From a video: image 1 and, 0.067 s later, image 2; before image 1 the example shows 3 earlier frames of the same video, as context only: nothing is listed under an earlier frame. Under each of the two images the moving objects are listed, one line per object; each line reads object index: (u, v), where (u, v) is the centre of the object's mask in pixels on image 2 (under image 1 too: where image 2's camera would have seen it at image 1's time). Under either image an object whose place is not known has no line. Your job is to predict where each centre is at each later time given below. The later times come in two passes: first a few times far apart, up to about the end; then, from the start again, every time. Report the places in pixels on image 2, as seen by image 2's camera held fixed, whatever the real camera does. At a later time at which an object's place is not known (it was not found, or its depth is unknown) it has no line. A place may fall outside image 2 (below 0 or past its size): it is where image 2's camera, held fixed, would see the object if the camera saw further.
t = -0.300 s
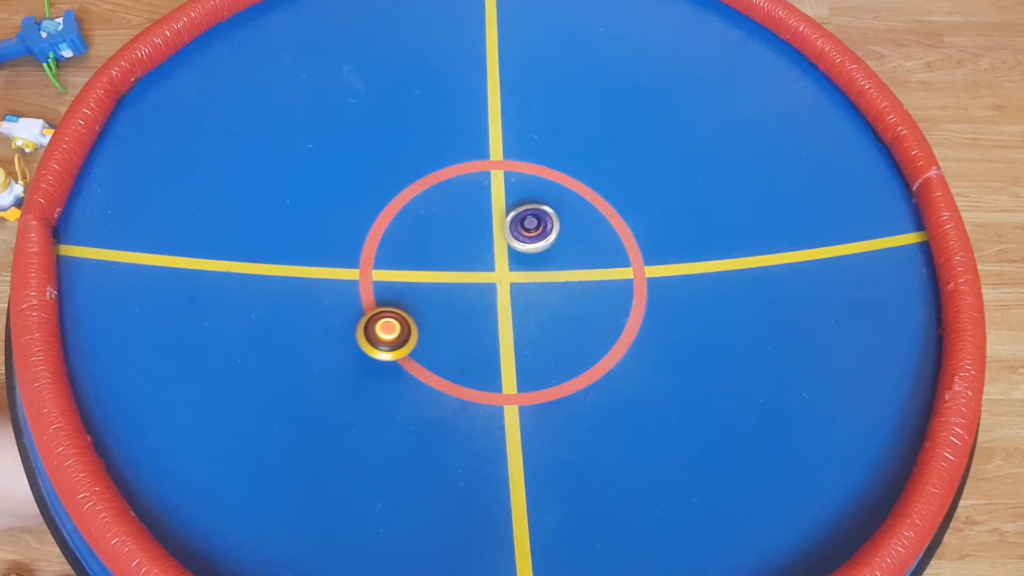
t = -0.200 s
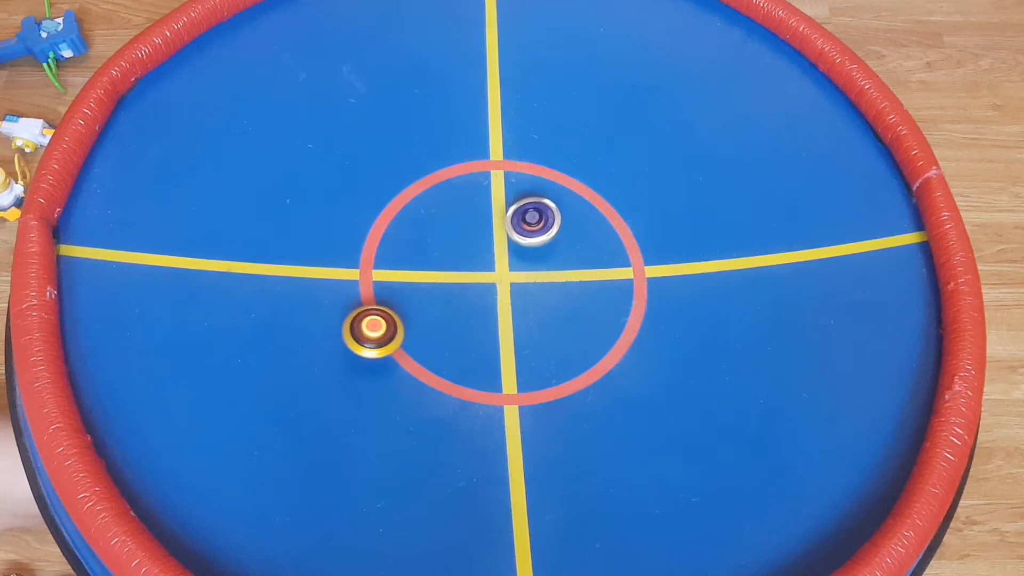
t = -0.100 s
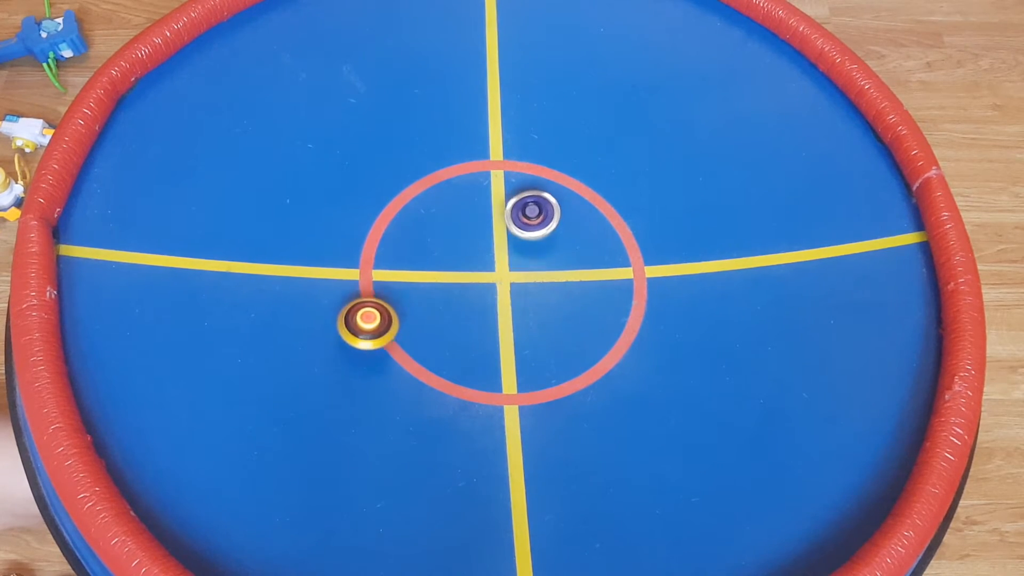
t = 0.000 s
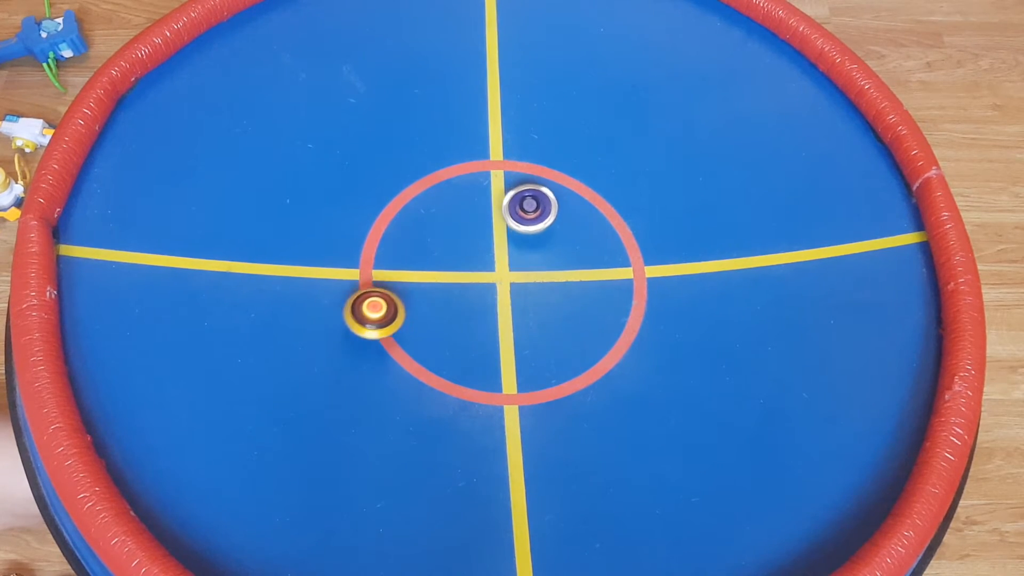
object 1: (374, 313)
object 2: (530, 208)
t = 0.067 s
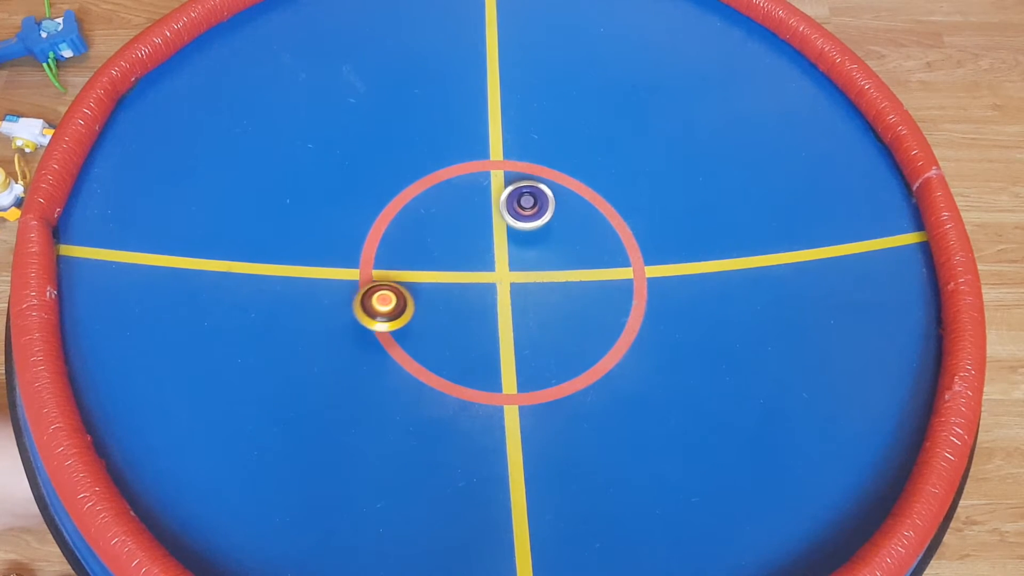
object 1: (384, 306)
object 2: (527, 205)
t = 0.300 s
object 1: (430, 288)
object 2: (513, 198)
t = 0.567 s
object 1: (487, 271)
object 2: (498, 205)
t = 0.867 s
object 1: (551, 259)
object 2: (488, 217)
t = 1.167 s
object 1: (601, 236)
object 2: (493, 236)
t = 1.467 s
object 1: (644, 212)
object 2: (512, 249)
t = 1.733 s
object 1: (666, 214)
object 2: (533, 251)
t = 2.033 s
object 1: (627, 237)
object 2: (552, 242)
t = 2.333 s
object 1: (588, 255)
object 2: (531, 229)
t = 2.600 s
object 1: (570, 285)
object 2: (507, 227)
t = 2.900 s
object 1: (527, 303)
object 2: (500, 241)
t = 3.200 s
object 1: (483, 294)
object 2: (512, 252)
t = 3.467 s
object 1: (474, 265)
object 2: (530, 249)
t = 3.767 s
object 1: (474, 252)
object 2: (547, 238)
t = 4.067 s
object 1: (432, 258)
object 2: (536, 235)
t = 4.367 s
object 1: (418, 262)
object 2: (527, 245)
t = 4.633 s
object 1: (443, 270)
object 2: (533, 256)
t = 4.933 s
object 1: (489, 288)
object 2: (547, 259)
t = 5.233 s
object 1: (537, 297)
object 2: (556, 249)
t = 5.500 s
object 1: (579, 299)
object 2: (551, 239)
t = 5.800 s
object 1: (618, 289)
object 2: (537, 240)
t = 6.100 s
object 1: (640, 282)
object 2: (533, 252)
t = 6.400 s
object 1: (620, 275)
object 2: (544, 261)
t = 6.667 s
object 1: (638, 262)
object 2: (498, 266)
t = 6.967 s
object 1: (642, 248)
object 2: (484, 261)
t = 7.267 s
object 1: (609, 243)
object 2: (475, 269)
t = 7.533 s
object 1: (570, 245)
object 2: (481, 277)
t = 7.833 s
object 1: (542, 249)
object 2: (491, 285)
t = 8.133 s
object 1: (527, 239)
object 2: (499, 298)
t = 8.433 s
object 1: (528, 230)
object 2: (511, 295)
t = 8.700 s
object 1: (534, 241)
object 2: (512, 286)
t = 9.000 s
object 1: (525, 248)
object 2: (500, 305)
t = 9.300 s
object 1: (511, 257)
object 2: (506, 311)
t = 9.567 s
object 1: (502, 250)
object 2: (513, 311)
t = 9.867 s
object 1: (502, 233)
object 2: (511, 307)
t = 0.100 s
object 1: (389, 304)
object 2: (526, 203)
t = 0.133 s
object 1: (396, 301)
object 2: (524, 202)
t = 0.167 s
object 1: (402, 298)
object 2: (522, 201)
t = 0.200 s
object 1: (409, 295)
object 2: (520, 199)
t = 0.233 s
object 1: (416, 292)
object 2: (518, 199)
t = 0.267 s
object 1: (423, 290)
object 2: (515, 198)
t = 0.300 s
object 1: (430, 288)
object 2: (513, 198)
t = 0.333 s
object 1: (438, 286)
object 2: (511, 198)
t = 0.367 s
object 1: (445, 284)
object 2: (509, 198)
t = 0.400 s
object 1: (452, 282)
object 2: (507, 199)
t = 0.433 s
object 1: (459, 280)
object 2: (505, 200)
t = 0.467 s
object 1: (466, 278)
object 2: (503, 201)
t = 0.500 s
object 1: (474, 275)
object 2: (501, 202)
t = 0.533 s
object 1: (481, 273)
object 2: (500, 203)
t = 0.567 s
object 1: (487, 271)
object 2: (498, 205)
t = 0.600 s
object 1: (494, 269)
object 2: (497, 207)
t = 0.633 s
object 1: (501, 267)
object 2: (496, 209)
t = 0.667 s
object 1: (507, 264)
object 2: (495, 211)
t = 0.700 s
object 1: (513, 261)
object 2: (495, 213)
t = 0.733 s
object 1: (523, 262)
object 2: (492, 212)
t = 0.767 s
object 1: (530, 263)
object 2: (490, 212)
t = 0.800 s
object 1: (537, 262)
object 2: (489, 213)
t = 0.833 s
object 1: (544, 261)
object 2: (488, 215)
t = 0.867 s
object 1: (551, 259)
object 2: (488, 217)
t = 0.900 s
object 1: (556, 256)
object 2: (487, 219)
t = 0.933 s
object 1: (562, 254)
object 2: (487, 221)
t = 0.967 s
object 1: (568, 252)
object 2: (488, 223)
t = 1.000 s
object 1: (574, 250)
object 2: (488, 225)
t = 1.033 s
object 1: (580, 247)
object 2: (489, 228)
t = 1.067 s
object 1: (585, 245)
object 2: (490, 230)
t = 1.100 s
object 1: (590, 242)
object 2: (491, 232)
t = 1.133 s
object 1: (595, 239)
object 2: (492, 234)
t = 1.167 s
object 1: (601, 236)
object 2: (493, 236)
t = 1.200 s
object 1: (606, 233)
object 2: (495, 238)
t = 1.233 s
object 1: (611, 231)
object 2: (497, 240)
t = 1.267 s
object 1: (616, 228)
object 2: (498, 241)
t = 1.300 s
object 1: (621, 225)
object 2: (500, 243)
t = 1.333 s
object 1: (626, 223)
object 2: (503, 245)
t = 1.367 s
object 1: (630, 220)
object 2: (505, 246)
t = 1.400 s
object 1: (635, 217)
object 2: (507, 247)
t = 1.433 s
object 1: (639, 215)
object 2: (510, 248)
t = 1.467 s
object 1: (644, 212)
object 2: (512, 249)
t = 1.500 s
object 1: (648, 211)
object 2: (514, 250)
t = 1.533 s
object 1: (652, 209)
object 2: (517, 250)
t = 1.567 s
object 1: (656, 208)
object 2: (520, 251)
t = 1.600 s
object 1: (660, 208)
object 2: (522, 251)
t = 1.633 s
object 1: (663, 208)
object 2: (525, 251)
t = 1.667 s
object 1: (665, 209)
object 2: (528, 251)
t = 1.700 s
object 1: (666, 211)
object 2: (530, 251)
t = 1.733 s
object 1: (666, 214)
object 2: (533, 251)
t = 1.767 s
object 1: (665, 216)
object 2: (535, 250)
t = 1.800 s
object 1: (663, 219)
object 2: (537, 250)
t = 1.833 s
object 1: (659, 222)
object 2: (540, 249)
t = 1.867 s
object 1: (655, 225)
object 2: (542, 248)
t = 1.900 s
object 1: (650, 228)
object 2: (544, 247)
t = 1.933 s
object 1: (644, 230)
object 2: (546, 246)
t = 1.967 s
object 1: (639, 233)
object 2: (549, 245)
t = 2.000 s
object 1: (633, 235)
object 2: (551, 244)
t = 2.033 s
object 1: (627, 237)
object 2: (552, 242)
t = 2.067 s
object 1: (621, 239)
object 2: (554, 240)
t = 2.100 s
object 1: (614, 241)
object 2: (555, 239)
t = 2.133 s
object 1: (614, 242)
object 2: (550, 238)
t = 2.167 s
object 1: (612, 244)
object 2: (545, 237)
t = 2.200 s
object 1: (608, 246)
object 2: (542, 234)
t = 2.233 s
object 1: (602, 248)
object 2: (540, 233)
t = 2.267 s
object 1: (596, 250)
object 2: (538, 231)
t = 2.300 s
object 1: (590, 252)
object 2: (536, 230)
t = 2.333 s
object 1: (588, 255)
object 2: (531, 229)
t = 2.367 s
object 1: (589, 259)
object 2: (523, 226)
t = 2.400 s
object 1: (587, 263)
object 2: (518, 226)
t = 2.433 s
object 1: (585, 267)
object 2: (516, 226)
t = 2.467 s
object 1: (583, 271)
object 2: (514, 226)
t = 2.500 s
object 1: (581, 275)
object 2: (512, 226)
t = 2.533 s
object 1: (577, 279)
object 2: (511, 226)
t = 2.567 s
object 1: (574, 282)
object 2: (509, 227)
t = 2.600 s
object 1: (570, 285)
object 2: (507, 227)
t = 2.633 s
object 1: (565, 288)
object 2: (506, 228)
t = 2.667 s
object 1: (561, 291)
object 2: (504, 229)
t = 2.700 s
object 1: (557, 293)
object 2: (503, 231)
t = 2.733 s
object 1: (552, 296)
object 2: (502, 232)
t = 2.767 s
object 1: (547, 297)
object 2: (501, 234)
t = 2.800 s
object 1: (541, 299)
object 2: (500, 236)
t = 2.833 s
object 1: (537, 301)
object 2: (500, 237)
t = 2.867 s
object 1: (532, 302)
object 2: (500, 239)
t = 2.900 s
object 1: (527, 303)
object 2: (500, 241)
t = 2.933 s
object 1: (521, 303)
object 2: (500, 242)
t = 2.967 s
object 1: (515, 302)
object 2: (501, 244)
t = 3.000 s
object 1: (510, 302)
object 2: (502, 246)
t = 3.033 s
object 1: (505, 302)
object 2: (503, 247)
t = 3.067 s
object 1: (500, 301)
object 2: (504, 249)
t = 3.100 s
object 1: (495, 299)
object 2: (506, 251)
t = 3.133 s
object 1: (490, 298)
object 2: (507, 251)
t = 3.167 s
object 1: (486, 296)
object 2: (509, 251)
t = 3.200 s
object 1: (483, 294)
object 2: (512, 252)
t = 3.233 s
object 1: (480, 292)
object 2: (516, 252)
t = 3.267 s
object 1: (478, 288)
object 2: (519, 252)
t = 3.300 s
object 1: (475, 285)
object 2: (521, 251)
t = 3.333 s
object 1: (474, 281)
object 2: (523, 251)
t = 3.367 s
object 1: (472, 277)
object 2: (525, 251)
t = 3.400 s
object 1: (472, 273)
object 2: (527, 250)
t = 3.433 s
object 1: (472, 269)
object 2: (529, 250)
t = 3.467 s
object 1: (474, 265)
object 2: (530, 249)
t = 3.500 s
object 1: (475, 262)
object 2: (532, 248)
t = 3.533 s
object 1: (477, 259)
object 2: (533, 247)
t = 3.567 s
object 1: (479, 256)
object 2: (535, 246)
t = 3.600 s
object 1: (480, 253)
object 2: (536, 244)
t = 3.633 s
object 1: (482, 250)
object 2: (537, 243)
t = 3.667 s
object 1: (484, 248)
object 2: (538, 241)
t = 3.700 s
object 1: (482, 248)
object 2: (541, 240)
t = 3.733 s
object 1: (478, 249)
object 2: (544, 238)
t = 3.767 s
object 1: (474, 252)
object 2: (547, 238)
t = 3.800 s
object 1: (470, 253)
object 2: (548, 238)
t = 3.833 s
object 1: (464, 254)
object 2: (548, 238)
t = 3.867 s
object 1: (459, 254)
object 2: (546, 236)
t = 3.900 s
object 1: (455, 255)
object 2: (545, 236)
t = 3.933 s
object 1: (450, 256)
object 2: (543, 235)
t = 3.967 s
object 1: (445, 257)
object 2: (541, 234)
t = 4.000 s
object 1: (441, 257)
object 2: (540, 235)
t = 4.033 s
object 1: (437, 258)
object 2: (538, 234)
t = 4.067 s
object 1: (432, 258)
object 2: (536, 235)
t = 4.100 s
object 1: (428, 259)
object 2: (534, 236)
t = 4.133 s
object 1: (425, 259)
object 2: (533, 236)
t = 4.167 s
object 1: (423, 259)
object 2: (532, 237)
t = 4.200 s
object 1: (421, 260)
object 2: (530, 238)
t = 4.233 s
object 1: (419, 260)
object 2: (530, 239)
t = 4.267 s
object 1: (418, 260)
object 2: (529, 241)
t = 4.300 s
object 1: (417, 261)
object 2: (528, 242)
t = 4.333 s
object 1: (417, 261)
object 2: (528, 243)
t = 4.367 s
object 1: (418, 262)
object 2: (527, 245)
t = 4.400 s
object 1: (419, 262)
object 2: (528, 246)
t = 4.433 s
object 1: (421, 262)
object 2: (528, 248)
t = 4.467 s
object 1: (424, 263)
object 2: (528, 249)
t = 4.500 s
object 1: (427, 264)
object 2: (529, 251)
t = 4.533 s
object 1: (430, 265)
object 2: (529, 252)
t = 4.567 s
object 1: (434, 267)
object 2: (530, 253)
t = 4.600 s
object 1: (438, 268)
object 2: (532, 254)
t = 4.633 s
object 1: (443, 270)
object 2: (533, 256)
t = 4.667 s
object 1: (449, 272)
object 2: (534, 257)
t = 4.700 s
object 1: (453, 274)
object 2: (536, 258)
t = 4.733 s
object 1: (458, 276)
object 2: (538, 258)
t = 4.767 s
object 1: (464, 278)
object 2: (539, 259)
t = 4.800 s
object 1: (468, 280)
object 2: (541, 259)
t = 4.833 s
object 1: (472, 282)
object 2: (542, 259)
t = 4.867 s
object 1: (478, 284)
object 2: (544, 259)
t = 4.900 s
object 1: (483, 286)
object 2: (546, 259)
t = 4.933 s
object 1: (489, 288)
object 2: (547, 259)
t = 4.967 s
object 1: (494, 289)
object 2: (549, 258)
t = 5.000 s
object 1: (499, 291)
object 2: (551, 257)
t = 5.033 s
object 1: (505, 292)
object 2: (552, 256)
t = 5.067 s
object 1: (510, 293)
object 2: (553, 255)
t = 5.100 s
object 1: (516, 294)
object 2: (554, 254)
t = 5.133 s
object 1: (521, 295)
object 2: (555, 253)
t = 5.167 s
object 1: (525, 295)
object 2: (556, 252)
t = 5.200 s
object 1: (531, 297)
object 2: (556, 250)
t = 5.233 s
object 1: (537, 297)
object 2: (556, 249)
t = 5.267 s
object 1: (542, 298)
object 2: (556, 247)
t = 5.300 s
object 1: (548, 298)
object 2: (556, 245)
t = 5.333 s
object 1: (553, 298)
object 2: (556, 244)
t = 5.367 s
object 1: (559, 298)
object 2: (555, 243)
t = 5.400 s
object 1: (564, 299)
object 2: (554, 241)
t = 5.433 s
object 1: (569, 299)
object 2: (553, 241)
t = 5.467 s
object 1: (574, 299)
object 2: (552, 239)
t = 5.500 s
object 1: (579, 299)
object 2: (551, 239)
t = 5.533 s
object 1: (583, 298)
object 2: (549, 238)
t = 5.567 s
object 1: (588, 296)
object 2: (548, 237)
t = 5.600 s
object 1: (593, 296)
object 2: (546, 237)
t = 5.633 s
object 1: (597, 295)
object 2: (544, 237)
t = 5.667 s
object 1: (602, 294)
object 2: (543, 237)
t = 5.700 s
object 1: (606, 293)
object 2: (541, 237)
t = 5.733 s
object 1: (610, 292)
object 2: (539, 238)
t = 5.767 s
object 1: (614, 290)
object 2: (538, 239)
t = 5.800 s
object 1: (618, 289)
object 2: (537, 240)
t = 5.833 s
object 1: (623, 288)
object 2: (535, 241)
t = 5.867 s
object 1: (626, 287)
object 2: (534, 242)
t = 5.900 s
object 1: (629, 286)
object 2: (534, 243)
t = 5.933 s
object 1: (633, 285)
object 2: (533, 245)
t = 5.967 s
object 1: (635, 285)
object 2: (533, 246)
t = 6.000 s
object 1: (637, 284)
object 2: (533, 248)
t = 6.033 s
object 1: (639, 283)
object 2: (533, 249)
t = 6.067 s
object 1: (640, 283)
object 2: (533, 250)
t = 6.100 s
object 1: (640, 282)
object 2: (533, 252)
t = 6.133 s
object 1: (640, 281)
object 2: (534, 253)
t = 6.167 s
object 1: (640, 281)
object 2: (535, 254)
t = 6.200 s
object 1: (638, 281)
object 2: (535, 255)
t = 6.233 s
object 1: (636, 280)
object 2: (537, 257)
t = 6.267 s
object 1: (634, 280)
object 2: (538, 258)
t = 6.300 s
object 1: (631, 279)
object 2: (539, 259)
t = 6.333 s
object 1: (628, 278)
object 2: (541, 260)
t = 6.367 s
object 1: (624, 277)
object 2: (542, 261)
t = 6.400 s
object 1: (620, 275)
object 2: (544, 261)
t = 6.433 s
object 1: (615, 274)
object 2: (545, 261)
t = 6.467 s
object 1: (610, 272)
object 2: (547, 262)
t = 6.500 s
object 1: (607, 270)
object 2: (547, 262)
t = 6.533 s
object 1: (619, 267)
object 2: (532, 262)
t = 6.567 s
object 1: (628, 263)
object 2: (519, 264)
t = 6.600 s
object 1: (634, 262)
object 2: (509, 265)
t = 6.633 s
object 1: (637, 262)
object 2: (502, 266)
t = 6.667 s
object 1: (638, 262)
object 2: (498, 266)
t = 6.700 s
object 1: (639, 260)
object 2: (498, 265)
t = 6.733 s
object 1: (641, 258)
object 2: (496, 264)
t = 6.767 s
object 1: (643, 256)
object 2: (494, 263)
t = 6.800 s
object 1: (644, 254)
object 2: (493, 263)
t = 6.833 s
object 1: (644, 252)
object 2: (491, 262)
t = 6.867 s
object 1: (645, 251)
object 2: (490, 262)
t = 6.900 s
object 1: (644, 250)
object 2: (488, 261)
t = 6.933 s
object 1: (644, 249)
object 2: (486, 261)
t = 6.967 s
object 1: (642, 248)
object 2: (484, 261)
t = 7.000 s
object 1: (640, 247)
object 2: (483, 262)
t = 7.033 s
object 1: (638, 247)
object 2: (481, 262)
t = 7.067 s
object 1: (635, 246)
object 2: (479, 263)
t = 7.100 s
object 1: (631, 245)
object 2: (478, 264)
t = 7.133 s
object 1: (628, 245)
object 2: (477, 265)
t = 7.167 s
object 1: (623, 244)
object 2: (476, 265)
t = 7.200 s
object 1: (618, 244)
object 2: (475, 266)
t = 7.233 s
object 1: (614, 243)
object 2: (475, 267)
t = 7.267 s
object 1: (609, 243)
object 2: (475, 269)
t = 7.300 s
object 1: (604, 243)
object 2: (475, 270)
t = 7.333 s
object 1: (600, 243)
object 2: (475, 271)
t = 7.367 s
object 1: (594, 243)
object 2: (475, 272)
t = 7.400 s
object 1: (590, 243)
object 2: (476, 273)
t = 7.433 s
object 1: (585, 243)
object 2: (477, 275)
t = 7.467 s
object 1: (580, 243)
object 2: (478, 275)
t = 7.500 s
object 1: (576, 244)
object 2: (480, 277)
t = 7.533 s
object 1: (570, 245)
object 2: (481, 277)
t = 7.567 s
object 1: (566, 245)
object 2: (483, 278)
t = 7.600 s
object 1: (561, 247)
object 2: (485, 278)
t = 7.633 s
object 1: (557, 248)
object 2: (486, 279)
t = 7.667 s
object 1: (553, 249)
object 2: (488, 279)
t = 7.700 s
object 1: (548, 251)
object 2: (490, 279)
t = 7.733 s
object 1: (543, 253)
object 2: (491, 278)
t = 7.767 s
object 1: (542, 253)
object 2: (491, 280)
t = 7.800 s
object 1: (543, 250)
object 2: (490, 284)
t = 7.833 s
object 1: (542, 249)
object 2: (491, 285)
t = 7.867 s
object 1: (539, 250)
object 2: (492, 286)
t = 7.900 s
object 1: (536, 251)
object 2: (493, 286)
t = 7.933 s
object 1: (534, 252)
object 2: (495, 287)
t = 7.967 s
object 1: (532, 251)
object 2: (495, 290)
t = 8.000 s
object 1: (530, 247)
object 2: (495, 293)
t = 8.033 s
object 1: (529, 246)
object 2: (497, 294)
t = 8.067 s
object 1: (528, 243)
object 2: (497, 295)
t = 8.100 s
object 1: (528, 241)
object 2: (498, 297)
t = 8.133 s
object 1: (527, 239)
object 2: (499, 298)
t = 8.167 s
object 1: (527, 237)
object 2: (501, 298)
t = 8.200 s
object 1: (527, 235)
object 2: (502, 298)
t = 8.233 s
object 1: (526, 233)
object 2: (504, 299)
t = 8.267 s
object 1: (527, 232)
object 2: (505, 298)
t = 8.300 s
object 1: (527, 231)
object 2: (506, 298)
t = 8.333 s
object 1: (527, 230)
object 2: (507, 298)
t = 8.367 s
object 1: (527, 230)
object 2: (509, 297)
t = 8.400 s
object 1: (528, 230)
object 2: (509, 296)
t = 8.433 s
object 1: (528, 230)
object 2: (511, 295)
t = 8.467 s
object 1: (529, 230)
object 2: (511, 294)
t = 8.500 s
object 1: (530, 231)
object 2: (512, 293)
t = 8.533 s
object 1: (531, 232)
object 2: (512, 291)
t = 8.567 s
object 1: (532, 233)
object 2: (512, 290)
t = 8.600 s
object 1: (532, 234)
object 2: (512, 289)
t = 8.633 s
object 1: (533, 236)
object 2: (512, 288)
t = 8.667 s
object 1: (533, 238)
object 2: (512, 287)
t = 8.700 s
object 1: (534, 241)
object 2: (512, 286)
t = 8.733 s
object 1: (534, 242)
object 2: (512, 286)
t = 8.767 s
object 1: (534, 243)
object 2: (511, 287)
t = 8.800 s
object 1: (534, 245)
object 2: (511, 289)
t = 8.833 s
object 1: (533, 245)
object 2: (509, 291)
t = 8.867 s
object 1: (532, 245)
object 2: (507, 295)
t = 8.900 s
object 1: (530, 246)
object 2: (503, 298)
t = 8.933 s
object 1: (529, 247)
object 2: (500, 300)
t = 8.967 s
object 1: (527, 247)
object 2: (499, 302)
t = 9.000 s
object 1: (525, 248)
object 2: (500, 305)
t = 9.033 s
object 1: (524, 249)
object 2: (500, 306)
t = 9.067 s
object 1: (522, 250)
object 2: (501, 308)
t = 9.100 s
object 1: (520, 252)
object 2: (502, 309)
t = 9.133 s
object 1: (518, 252)
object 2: (502, 309)
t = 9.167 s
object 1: (517, 253)
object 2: (503, 310)
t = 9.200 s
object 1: (515, 254)
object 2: (503, 310)
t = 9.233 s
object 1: (513, 255)
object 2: (504, 311)
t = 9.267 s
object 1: (512, 256)
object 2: (505, 311)
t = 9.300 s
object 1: (511, 257)
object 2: (506, 311)
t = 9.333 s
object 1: (510, 258)
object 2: (506, 311)
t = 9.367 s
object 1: (509, 259)
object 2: (507, 311)
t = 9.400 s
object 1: (509, 260)
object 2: (508, 310)
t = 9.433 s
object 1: (508, 261)
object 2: (508, 310)
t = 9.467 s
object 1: (506, 257)
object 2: (511, 313)
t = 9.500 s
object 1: (504, 255)
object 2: (513, 313)
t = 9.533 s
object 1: (503, 252)
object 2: (514, 312)
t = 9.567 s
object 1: (502, 250)
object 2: (513, 311)
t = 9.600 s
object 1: (501, 247)
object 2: (513, 311)
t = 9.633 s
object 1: (500, 245)
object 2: (513, 310)
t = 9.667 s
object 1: (500, 243)
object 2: (513, 310)
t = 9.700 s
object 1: (500, 241)
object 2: (513, 309)
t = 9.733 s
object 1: (500, 239)
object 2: (512, 309)
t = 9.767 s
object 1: (500, 238)
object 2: (512, 308)
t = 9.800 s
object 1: (501, 236)
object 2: (512, 308)
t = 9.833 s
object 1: (501, 235)
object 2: (511, 308)
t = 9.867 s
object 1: (502, 233)
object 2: (511, 307)
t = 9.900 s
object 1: (503, 233)
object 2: (510, 307)
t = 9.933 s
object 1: (504, 232)
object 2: (510, 307)
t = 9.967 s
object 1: (505, 232)
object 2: (509, 306)
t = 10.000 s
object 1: (507, 232)
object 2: (509, 306)
